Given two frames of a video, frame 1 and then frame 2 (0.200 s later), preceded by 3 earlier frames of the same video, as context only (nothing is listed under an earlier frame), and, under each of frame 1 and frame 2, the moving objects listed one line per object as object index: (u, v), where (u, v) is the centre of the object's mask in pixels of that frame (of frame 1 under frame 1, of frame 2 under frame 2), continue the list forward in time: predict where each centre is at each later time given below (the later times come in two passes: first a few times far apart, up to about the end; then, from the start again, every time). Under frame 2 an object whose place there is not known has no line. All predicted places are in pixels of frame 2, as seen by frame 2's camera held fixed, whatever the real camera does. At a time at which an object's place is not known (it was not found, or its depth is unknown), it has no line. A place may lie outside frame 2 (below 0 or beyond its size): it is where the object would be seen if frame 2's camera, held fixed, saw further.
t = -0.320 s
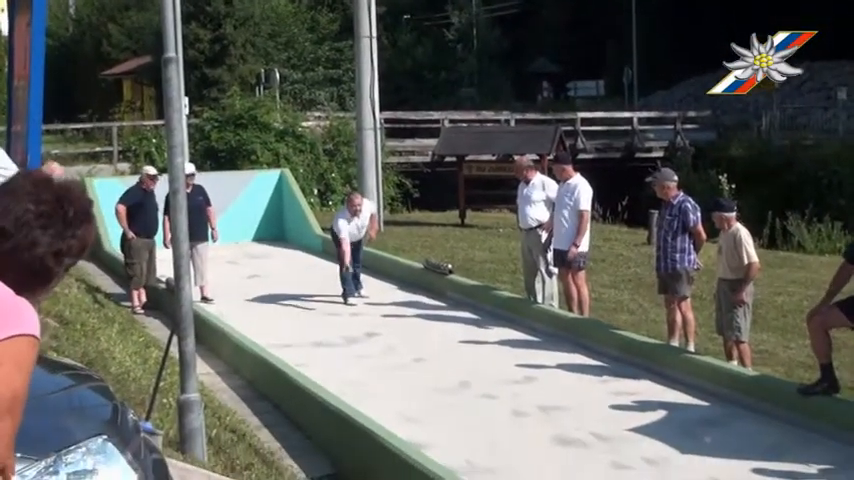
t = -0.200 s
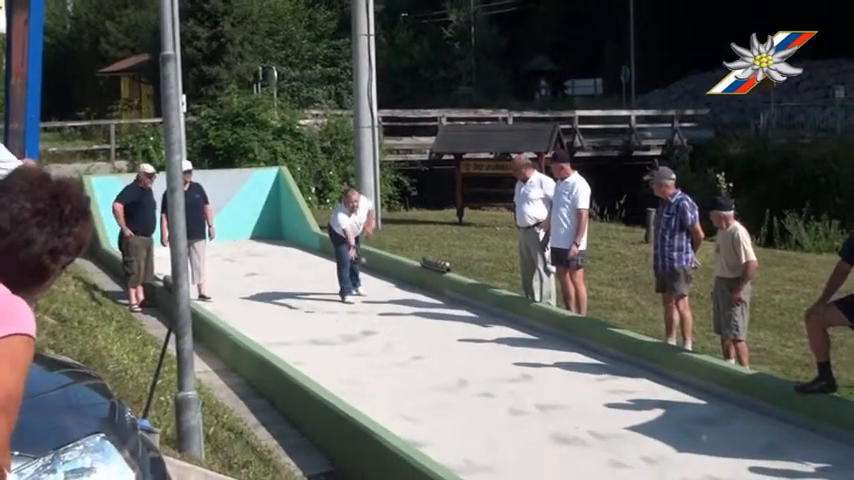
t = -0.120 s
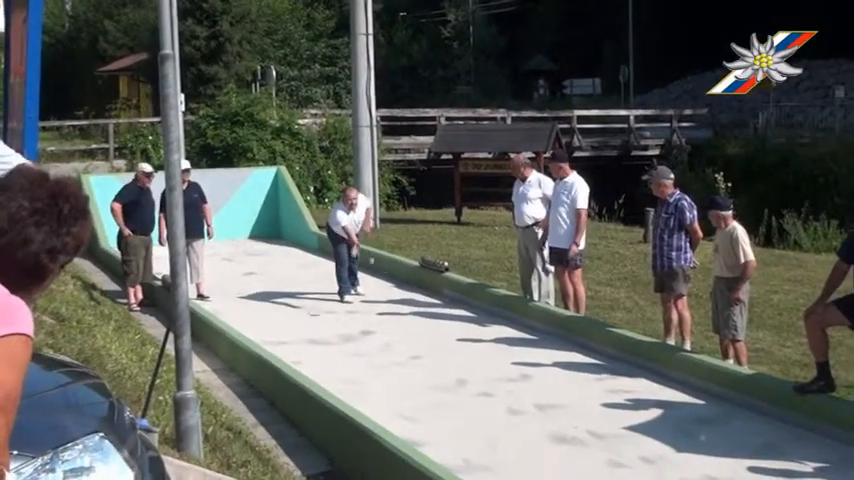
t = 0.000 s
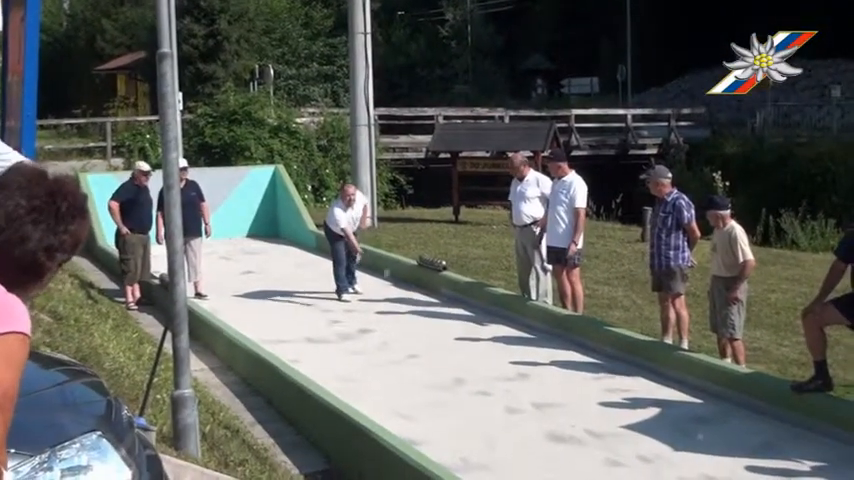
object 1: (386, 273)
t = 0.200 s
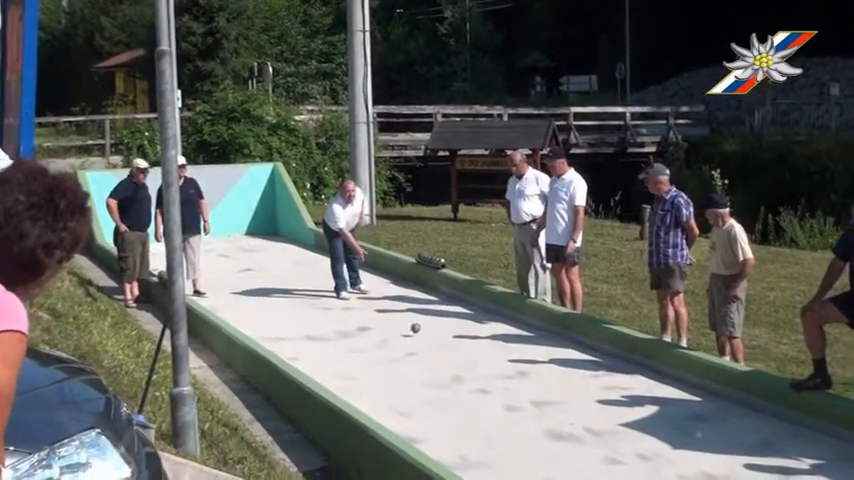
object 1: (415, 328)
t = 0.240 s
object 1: (419, 334)
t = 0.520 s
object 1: (450, 345)
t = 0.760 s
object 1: (478, 357)
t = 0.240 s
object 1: (419, 334)
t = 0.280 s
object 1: (424, 335)
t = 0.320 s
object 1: (428, 337)
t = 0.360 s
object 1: (432, 339)
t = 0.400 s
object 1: (437, 341)
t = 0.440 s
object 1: (441, 342)
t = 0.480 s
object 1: (446, 343)
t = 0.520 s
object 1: (450, 345)
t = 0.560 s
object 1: (454, 347)
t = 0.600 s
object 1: (459, 349)
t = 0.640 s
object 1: (463, 352)
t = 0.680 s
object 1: (468, 354)
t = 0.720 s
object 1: (473, 355)
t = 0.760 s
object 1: (478, 357)
